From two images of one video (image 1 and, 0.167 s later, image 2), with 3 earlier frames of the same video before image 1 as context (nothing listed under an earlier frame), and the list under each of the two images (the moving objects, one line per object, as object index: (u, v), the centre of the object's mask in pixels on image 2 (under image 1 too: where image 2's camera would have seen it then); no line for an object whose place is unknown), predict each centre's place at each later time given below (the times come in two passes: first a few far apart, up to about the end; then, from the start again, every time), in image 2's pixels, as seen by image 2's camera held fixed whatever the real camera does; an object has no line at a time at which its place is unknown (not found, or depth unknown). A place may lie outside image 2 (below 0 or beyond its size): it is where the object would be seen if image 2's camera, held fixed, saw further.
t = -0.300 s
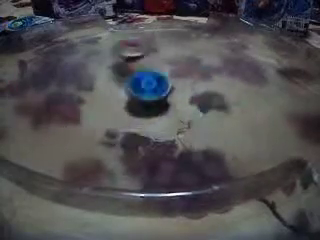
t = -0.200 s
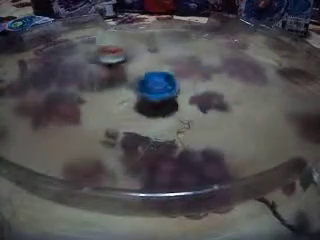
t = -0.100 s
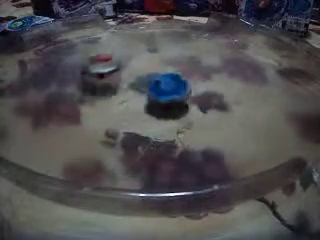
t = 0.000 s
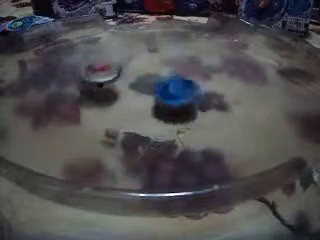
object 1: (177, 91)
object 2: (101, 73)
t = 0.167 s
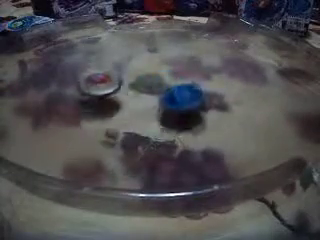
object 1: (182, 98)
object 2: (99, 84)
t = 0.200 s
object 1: (183, 99)
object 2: (100, 87)
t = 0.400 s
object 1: (178, 108)
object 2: (121, 110)
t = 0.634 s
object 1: (192, 115)
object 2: (112, 118)
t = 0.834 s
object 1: (185, 110)
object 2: (124, 121)
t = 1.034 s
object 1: (180, 103)
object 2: (134, 121)
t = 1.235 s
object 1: (196, 96)
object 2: (144, 118)
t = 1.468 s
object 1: (203, 96)
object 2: (149, 115)
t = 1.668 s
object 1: (203, 99)
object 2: (134, 114)
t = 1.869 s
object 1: (202, 97)
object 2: (137, 113)
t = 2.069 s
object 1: (190, 94)
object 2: (143, 111)
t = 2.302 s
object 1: (184, 86)
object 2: (148, 107)
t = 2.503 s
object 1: (177, 86)
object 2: (136, 113)
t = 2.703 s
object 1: (172, 85)
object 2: (144, 115)
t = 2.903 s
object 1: (169, 87)
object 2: (150, 116)
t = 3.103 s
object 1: (161, 86)
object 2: (155, 114)
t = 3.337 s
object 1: (155, 88)
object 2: (158, 118)
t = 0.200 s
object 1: (183, 99)
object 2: (100, 87)
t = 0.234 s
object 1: (183, 101)
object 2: (101, 90)
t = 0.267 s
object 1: (183, 104)
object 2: (103, 95)
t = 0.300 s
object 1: (183, 104)
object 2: (105, 99)
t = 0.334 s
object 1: (182, 106)
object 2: (108, 102)
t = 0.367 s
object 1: (180, 107)
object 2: (112, 105)
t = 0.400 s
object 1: (178, 108)
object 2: (121, 110)
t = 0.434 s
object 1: (180, 110)
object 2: (123, 113)
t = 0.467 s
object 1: (183, 112)
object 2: (116, 114)
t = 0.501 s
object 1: (187, 113)
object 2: (109, 114)
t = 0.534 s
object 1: (190, 114)
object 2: (109, 115)
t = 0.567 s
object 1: (190, 115)
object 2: (109, 116)
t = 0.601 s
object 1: (191, 116)
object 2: (111, 117)
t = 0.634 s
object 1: (192, 115)
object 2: (112, 118)
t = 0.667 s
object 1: (190, 114)
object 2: (114, 119)
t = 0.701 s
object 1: (190, 113)
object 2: (116, 120)
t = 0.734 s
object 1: (188, 113)
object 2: (119, 120)
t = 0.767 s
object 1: (186, 112)
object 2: (121, 121)
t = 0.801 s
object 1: (185, 110)
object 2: (123, 121)
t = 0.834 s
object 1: (185, 110)
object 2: (124, 121)
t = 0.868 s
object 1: (183, 110)
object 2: (125, 121)
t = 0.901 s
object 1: (180, 107)
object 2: (126, 121)
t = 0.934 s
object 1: (180, 106)
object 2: (128, 121)
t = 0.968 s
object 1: (180, 104)
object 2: (131, 121)
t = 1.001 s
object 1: (180, 104)
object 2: (135, 120)
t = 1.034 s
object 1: (180, 103)
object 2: (134, 121)
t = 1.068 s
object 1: (183, 103)
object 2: (134, 120)
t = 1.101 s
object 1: (186, 101)
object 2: (136, 120)
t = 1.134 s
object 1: (187, 101)
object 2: (137, 120)
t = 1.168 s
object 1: (189, 99)
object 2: (140, 119)
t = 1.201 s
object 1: (192, 98)
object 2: (140, 119)
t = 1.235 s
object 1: (196, 96)
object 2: (144, 118)
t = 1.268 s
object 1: (199, 96)
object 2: (144, 119)
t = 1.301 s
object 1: (201, 96)
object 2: (145, 118)
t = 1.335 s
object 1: (204, 95)
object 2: (146, 118)
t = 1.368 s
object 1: (204, 95)
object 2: (147, 117)
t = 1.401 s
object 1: (206, 95)
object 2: (147, 117)
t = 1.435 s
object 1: (205, 95)
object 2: (148, 116)
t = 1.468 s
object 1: (203, 96)
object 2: (149, 115)
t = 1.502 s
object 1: (202, 95)
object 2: (149, 114)
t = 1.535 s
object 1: (201, 95)
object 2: (149, 114)
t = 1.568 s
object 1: (200, 96)
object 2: (149, 113)
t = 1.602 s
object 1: (198, 94)
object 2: (148, 114)
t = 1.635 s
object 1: (202, 95)
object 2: (139, 114)
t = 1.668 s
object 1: (203, 99)
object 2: (134, 114)
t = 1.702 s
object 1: (202, 98)
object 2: (134, 113)
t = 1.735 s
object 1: (200, 98)
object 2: (134, 113)
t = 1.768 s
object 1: (200, 97)
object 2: (135, 113)
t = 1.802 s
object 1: (201, 98)
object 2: (136, 113)
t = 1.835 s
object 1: (204, 96)
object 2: (136, 113)
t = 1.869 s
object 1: (202, 97)
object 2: (137, 113)
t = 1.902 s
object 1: (199, 92)
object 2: (138, 112)
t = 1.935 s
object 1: (199, 95)
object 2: (139, 112)
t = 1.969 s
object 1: (192, 93)
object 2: (140, 112)
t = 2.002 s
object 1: (191, 96)
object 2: (141, 112)
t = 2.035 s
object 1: (190, 95)
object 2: (141, 112)
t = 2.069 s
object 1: (190, 94)
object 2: (143, 111)
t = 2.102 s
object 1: (190, 94)
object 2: (143, 110)
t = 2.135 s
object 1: (188, 88)
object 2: (145, 110)
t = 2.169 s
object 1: (187, 91)
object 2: (146, 109)
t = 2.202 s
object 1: (186, 90)
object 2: (147, 109)
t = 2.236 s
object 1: (185, 88)
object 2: (148, 108)
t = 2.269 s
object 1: (185, 87)
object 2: (148, 107)
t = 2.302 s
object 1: (184, 86)
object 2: (148, 107)
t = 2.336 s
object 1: (183, 87)
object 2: (149, 107)
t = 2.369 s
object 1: (183, 86)
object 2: (148, 107)
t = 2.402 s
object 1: (180, 85)
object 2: (142, 111)
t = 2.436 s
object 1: (179, 86)
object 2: (138, 113)
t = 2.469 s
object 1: (179, 85)
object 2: (137, 112)
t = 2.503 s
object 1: (177, 86)
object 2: (136, 113)
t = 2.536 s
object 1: (176, 86)
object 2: (137, 113)
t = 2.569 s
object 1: (174, 86)
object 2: (138, 114)
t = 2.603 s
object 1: (173, 85)
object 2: (140, 115)
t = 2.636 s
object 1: (172, 86)
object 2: (140, 115)
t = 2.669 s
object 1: (172, 85)
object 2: (143, 115)
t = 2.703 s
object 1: (172, 85)
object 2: (144, 115)
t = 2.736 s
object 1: (171, 86)
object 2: (145, 116)
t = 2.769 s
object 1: (169, 87)
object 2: (147, 116)
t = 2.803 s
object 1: (167, 87)
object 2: (148, 116)
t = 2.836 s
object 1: (168, 88)
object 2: (148, 116)
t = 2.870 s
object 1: (170, 87)
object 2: (149, 116)
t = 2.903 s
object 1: (169, 87)
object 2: (150, 116)
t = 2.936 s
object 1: (165, 87)
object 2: (152, 115)
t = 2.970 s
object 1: (162, 86)
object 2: (153, 115)
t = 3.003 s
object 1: (162, 86)
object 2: (154, 115)
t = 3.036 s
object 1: (161, 86)
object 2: (154, 114)
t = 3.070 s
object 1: (162, 86)
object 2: (155, 114)
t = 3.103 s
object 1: (161, 86)
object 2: (155, 114)
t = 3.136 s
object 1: (160, 86)
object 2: (156, 113)
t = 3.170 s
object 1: (160, 86)
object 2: (156, 113)
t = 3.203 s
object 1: (160, 86)
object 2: (155, 114)
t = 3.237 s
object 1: (158, 90)
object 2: (155, 117)
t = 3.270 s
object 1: (157, 90)
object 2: (156, 118)
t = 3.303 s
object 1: (156, 88)
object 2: (157, 118)
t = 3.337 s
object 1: (155, 88)
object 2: (158, 118)
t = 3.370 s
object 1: (155, 87)
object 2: (158, 117)
